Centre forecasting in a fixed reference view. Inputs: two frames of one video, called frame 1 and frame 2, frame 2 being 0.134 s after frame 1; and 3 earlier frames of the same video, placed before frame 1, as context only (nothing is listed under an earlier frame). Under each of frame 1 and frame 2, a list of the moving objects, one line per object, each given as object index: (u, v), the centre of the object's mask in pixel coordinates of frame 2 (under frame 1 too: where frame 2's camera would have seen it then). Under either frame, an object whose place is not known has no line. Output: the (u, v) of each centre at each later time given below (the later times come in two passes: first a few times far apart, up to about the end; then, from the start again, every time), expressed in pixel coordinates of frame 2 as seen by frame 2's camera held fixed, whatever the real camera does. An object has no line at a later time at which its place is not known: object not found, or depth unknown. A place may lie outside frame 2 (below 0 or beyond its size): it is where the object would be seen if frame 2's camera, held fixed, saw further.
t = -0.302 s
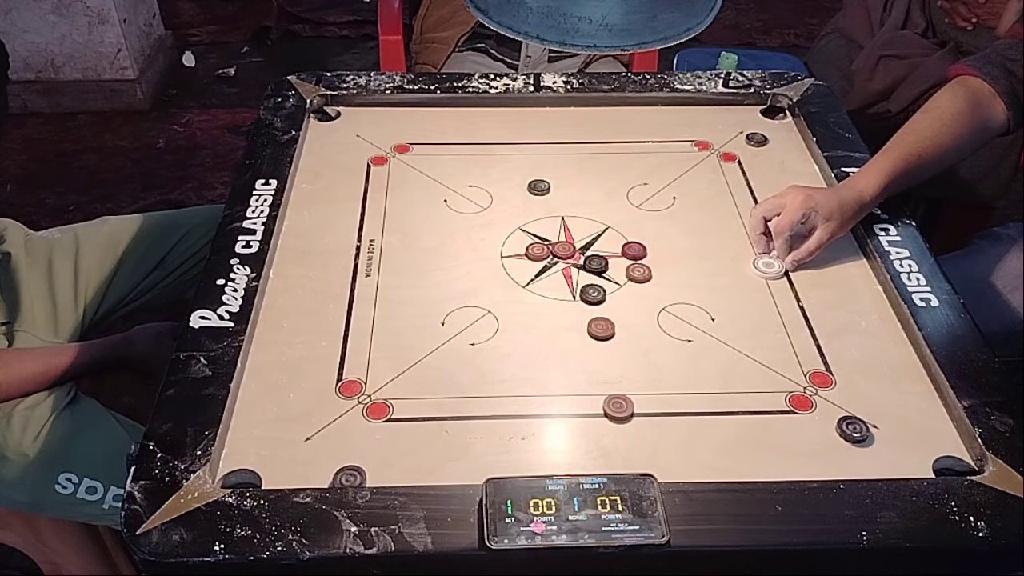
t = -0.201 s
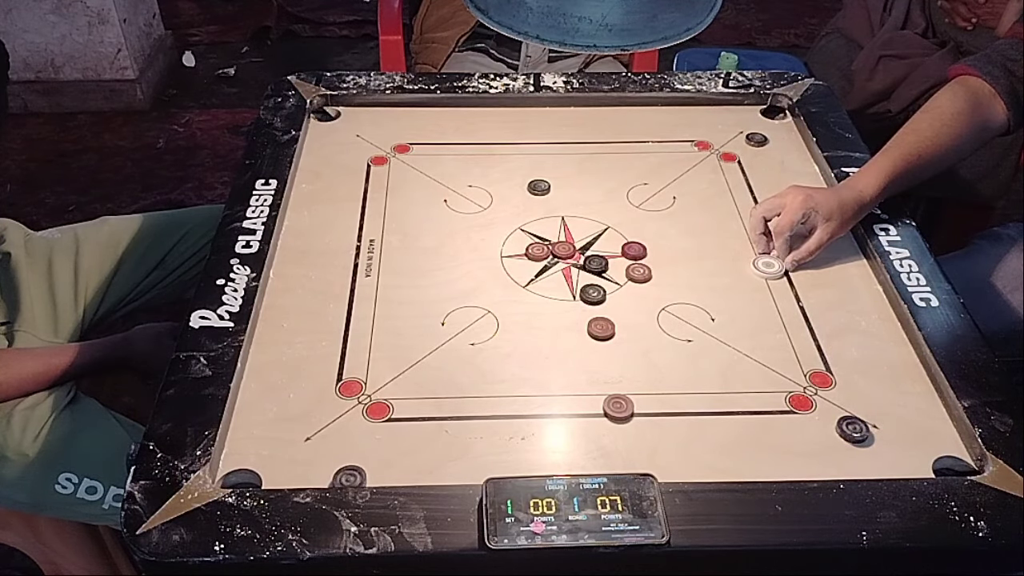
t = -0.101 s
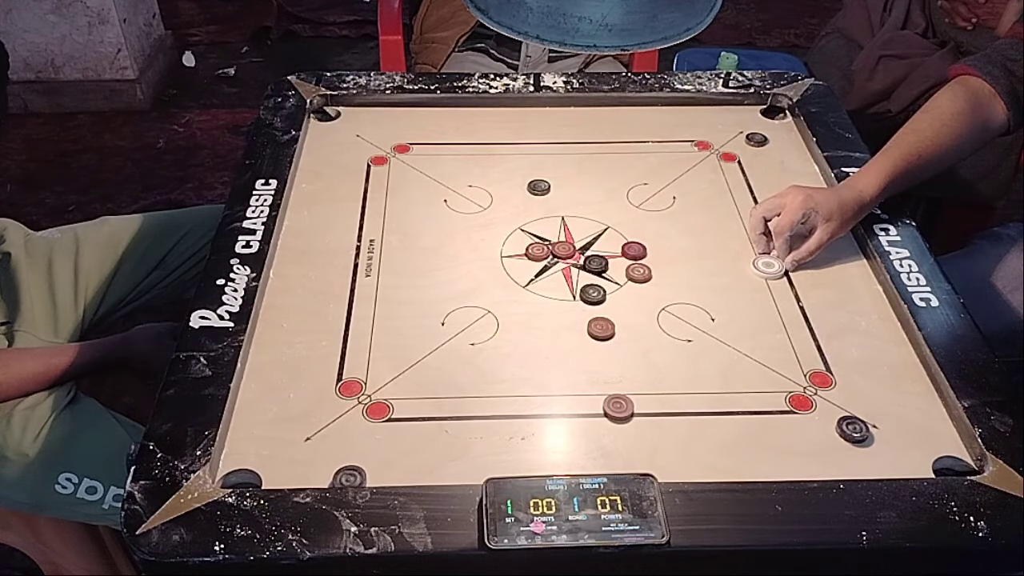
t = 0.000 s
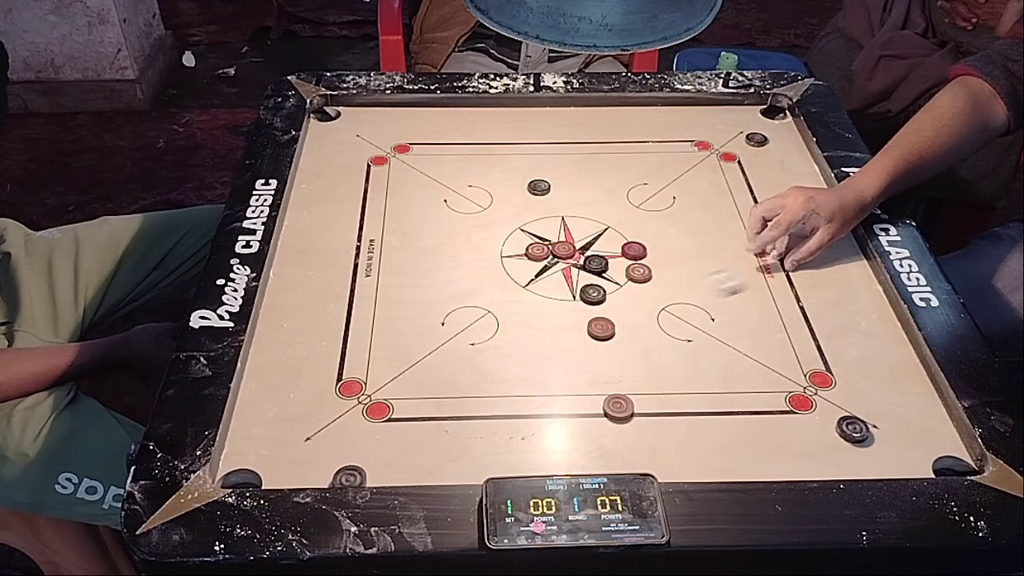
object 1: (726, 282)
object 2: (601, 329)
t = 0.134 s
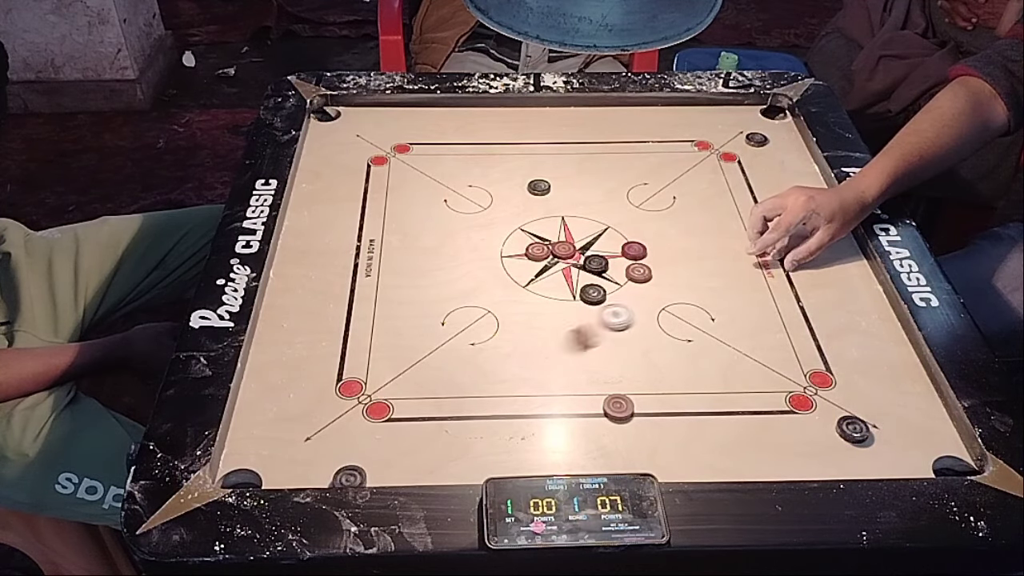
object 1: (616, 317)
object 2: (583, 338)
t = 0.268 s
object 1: (564, 326)
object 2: (447, 406)
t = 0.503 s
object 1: (519, 332)
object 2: (266, 461)
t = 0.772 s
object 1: (518, 332)
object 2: (250, 462)
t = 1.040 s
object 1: (518, 332)
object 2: (250, 462)
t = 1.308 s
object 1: (517, 332)
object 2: (250, 462)
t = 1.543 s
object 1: (517, 332)
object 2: (250, 462)
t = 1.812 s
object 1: (517, 332)
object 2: (250, 462)
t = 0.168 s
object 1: (601, 320)
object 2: (548, 355)
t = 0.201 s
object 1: (587, 322)
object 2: (516, 371)
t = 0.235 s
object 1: (575, 324)
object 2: (480, 389)
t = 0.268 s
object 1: (564, 326)
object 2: (447, 406)
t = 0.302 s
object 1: (554, 327)
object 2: (416, 422)
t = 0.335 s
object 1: (545, 329)
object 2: (381, 440)
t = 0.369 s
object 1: (538, 330)
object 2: (350, 453)
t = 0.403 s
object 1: (531, 331)
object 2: (325, 458)
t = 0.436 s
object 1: (526, 332)
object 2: (302, 460)
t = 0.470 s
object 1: (523, 332)
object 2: (282, 462)
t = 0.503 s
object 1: (519, 332)
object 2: (266, 461)
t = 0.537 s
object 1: (518, 332)
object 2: (251, 462)
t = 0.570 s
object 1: (518, 332)
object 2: (238, 463)
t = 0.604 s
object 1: (518, 332)
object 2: (240, 462)
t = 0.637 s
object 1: (518, 332)
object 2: (246, 462)
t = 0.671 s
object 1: (518, 332)
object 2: (249, 462)
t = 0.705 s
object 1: (518, 332)
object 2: (250, 462)
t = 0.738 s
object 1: (518, 332)
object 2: (250, 462)
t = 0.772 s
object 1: (518, 332)
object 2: (250, 462)
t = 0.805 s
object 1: (518, 332)
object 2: (250, 462)
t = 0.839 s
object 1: (518, 332)
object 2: (250, 462)
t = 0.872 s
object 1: (518, 332)
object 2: (250, 462)
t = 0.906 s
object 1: (518, 332)
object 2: (250, 462)
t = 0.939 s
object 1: (518, 332)
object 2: (250, 462)
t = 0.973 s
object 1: (518, 332)
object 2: (250, 462)
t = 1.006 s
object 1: (518, 332)
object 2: (250, 462)
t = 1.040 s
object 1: (518, 332)
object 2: (250, 462)
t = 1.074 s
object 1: (518, 332)
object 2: (250, 462)
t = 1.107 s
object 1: (518, 332)
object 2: (250, 462)
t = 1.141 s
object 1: (517, 332)
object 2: (250, 462)
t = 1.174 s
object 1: (517, 332)
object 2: (250, 462)
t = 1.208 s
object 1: (517, 332)
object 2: (250, 462)
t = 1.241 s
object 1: (517, 332)
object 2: (250, 462)
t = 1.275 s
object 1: (517, 332)
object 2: (250, 462)
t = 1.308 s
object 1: (517, 332)
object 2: (250, 462)
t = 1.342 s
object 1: (517, 332)
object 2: (250, 462)
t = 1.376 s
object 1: (517, 332)
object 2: (250, 462)
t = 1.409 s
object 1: (517, 332)
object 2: (250, 462)
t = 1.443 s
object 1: (517, 332)
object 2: (250, 462)
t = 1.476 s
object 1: (517, 332)
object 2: (250, 462)
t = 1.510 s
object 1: (517, 332)
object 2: (250, 462)
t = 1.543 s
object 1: (517, 332)
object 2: (250, 462)
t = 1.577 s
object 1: (517, 332)
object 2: (250, 462)
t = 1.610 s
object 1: (517, 332)
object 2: (250, 462)
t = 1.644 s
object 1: (517, 332)
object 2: (250, 462)
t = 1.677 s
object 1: (517, 332)
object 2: (250, 462)
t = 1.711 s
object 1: (517, 332)
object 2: (250, 462)
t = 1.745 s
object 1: (517, 332)
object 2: (250, 462)
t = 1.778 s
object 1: (518, 332)
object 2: (250, 462)
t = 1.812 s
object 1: (517, 332)
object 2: (250, 462)
